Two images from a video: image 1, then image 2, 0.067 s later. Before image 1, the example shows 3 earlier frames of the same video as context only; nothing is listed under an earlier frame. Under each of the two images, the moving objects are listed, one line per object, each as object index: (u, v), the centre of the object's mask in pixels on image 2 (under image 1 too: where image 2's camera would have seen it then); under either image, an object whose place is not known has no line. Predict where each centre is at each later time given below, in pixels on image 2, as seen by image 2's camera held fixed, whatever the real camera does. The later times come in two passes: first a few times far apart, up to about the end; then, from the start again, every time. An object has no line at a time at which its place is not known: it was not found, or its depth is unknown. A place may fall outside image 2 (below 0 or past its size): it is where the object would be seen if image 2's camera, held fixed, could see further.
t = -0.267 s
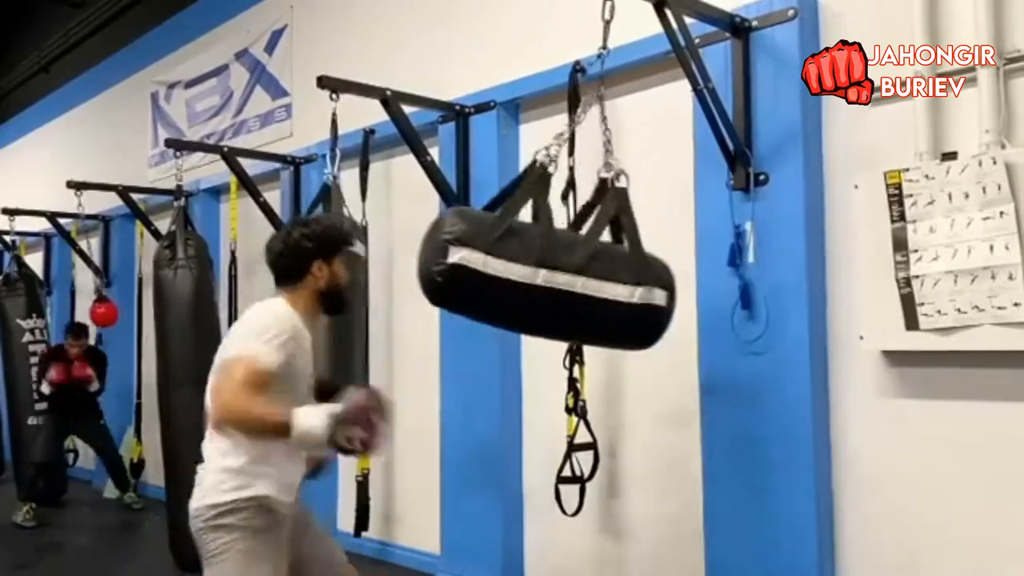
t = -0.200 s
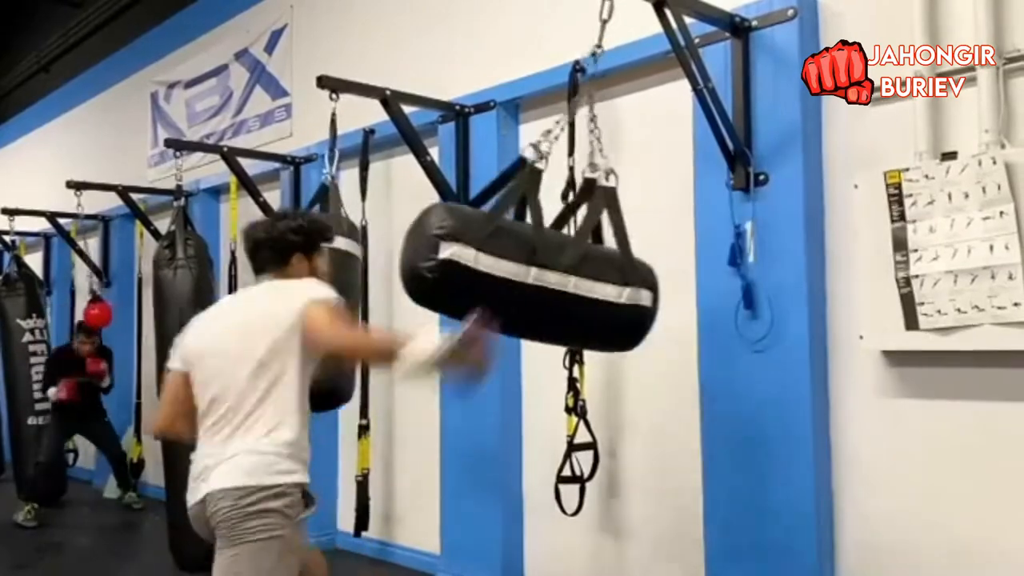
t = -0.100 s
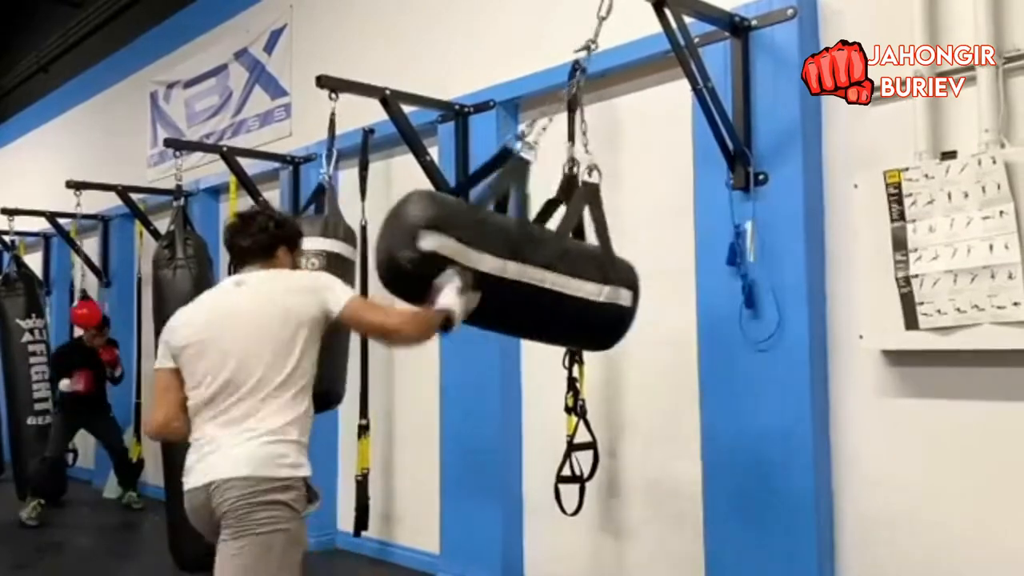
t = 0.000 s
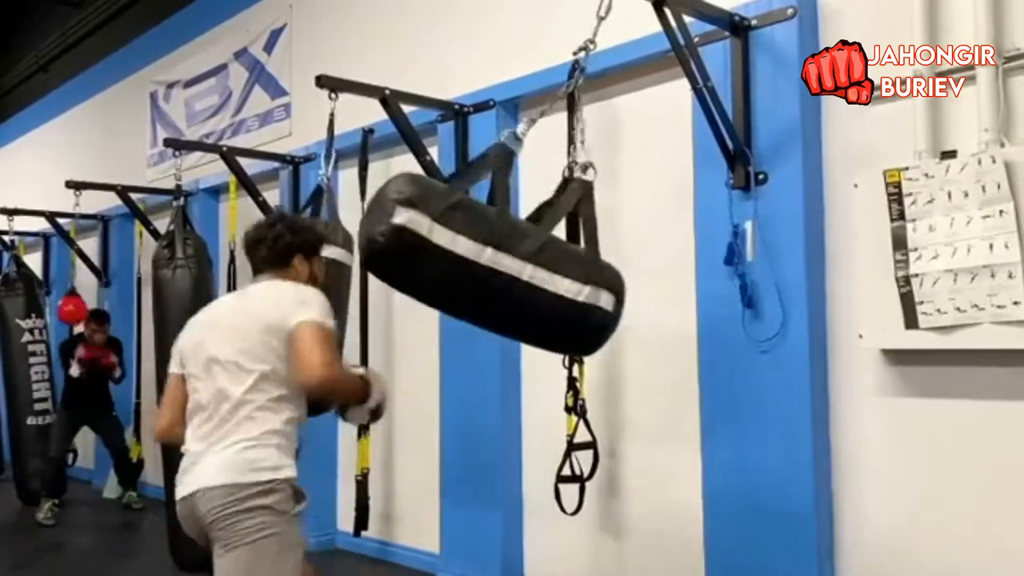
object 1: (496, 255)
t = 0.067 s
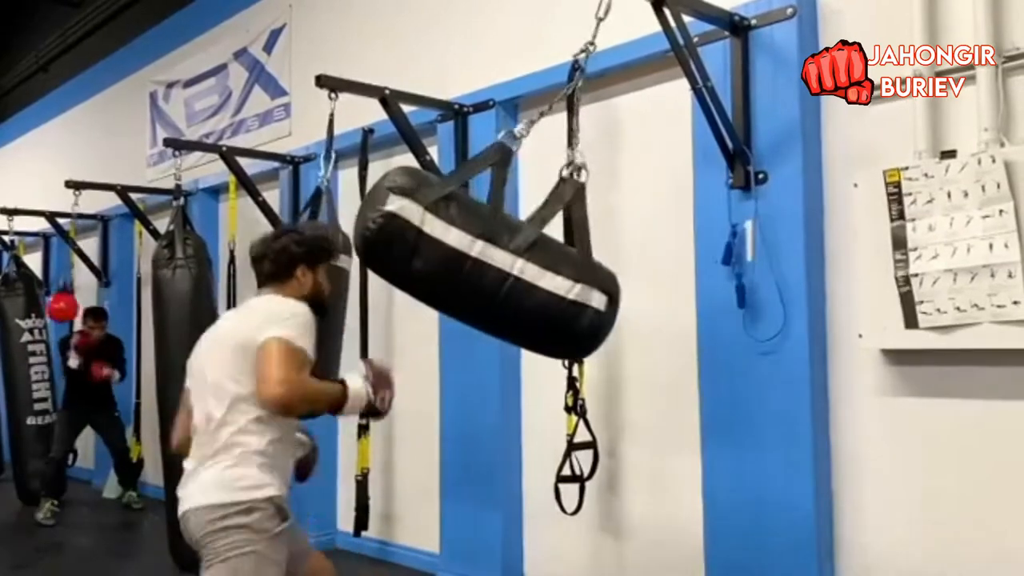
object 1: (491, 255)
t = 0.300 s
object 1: (511, 259)
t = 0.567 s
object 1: (603, 270)
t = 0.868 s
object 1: (717, 255)
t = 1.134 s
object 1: (753, 247)
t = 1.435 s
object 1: (679, 285)
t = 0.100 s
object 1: (491, 253)
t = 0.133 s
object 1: (492, 253)
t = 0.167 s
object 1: (493, 254)
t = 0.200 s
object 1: (495, 255)
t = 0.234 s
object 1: (500, 255)
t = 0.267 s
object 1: (505, 256)
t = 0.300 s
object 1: (511, 259)
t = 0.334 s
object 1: (519, 261)
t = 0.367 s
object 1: (528, 263)
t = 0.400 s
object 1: (538, 265)
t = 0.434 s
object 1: (550, 267)
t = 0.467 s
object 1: (562, 268)
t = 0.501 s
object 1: (575, 268)
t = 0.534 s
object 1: (588, 269)
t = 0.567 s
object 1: (603, 270)
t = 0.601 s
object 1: (617, 269)
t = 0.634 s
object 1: (631, 268)
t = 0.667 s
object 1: (644, 266)
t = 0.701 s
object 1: (658, 264)
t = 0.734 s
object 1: (671, 261)
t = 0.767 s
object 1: (684, 260)
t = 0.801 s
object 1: (696, 261)
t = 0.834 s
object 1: (707, 258)
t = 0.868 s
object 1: (717, 255)
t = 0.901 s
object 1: (726, 253)
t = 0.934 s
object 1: (734, 246)
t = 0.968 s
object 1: (741, 243)
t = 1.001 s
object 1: (746, 247)
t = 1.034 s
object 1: (750, 246)
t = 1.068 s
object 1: (752, 245)
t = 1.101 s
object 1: (752, 244)
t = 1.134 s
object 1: (753, 247)
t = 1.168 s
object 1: (749, 245)
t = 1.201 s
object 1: (746, 247)
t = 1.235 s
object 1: (740, 249)
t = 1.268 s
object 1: (735, 253)
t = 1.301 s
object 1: (730, 262)
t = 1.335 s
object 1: (720, 268)
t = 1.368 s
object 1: (704, 273)
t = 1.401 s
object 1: (692, 282)
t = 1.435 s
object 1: (679, 285)
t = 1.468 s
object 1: (665, 277)
